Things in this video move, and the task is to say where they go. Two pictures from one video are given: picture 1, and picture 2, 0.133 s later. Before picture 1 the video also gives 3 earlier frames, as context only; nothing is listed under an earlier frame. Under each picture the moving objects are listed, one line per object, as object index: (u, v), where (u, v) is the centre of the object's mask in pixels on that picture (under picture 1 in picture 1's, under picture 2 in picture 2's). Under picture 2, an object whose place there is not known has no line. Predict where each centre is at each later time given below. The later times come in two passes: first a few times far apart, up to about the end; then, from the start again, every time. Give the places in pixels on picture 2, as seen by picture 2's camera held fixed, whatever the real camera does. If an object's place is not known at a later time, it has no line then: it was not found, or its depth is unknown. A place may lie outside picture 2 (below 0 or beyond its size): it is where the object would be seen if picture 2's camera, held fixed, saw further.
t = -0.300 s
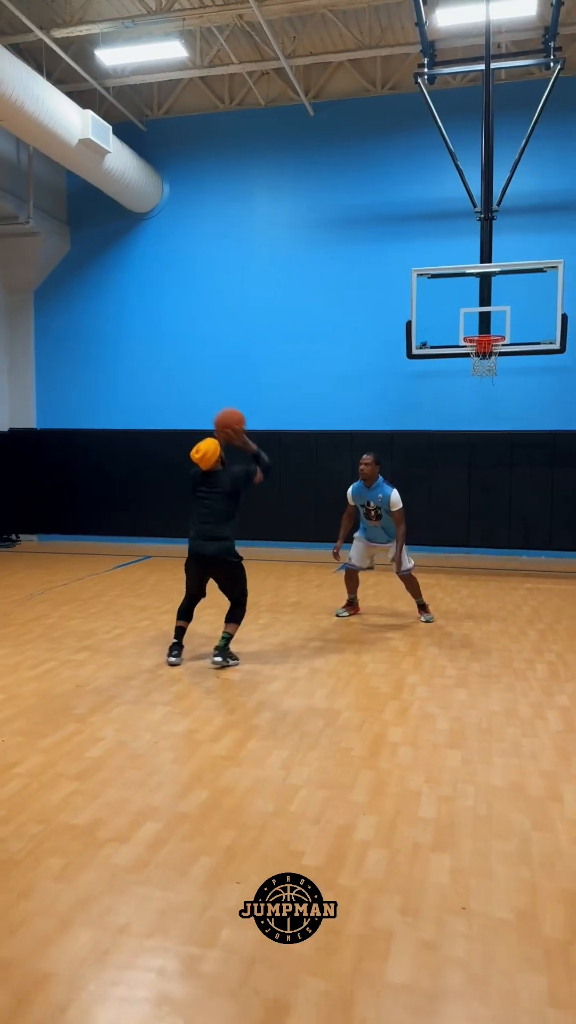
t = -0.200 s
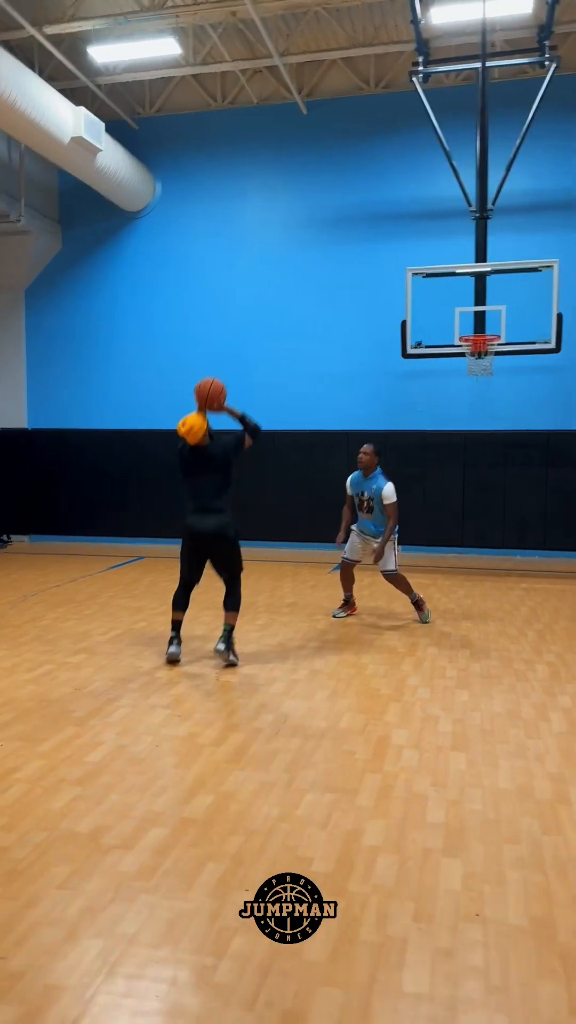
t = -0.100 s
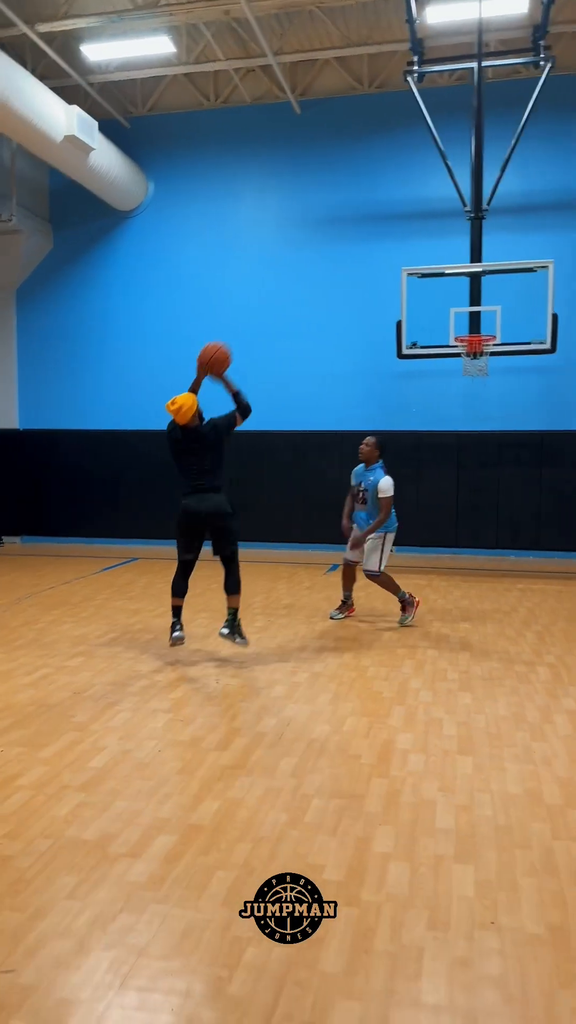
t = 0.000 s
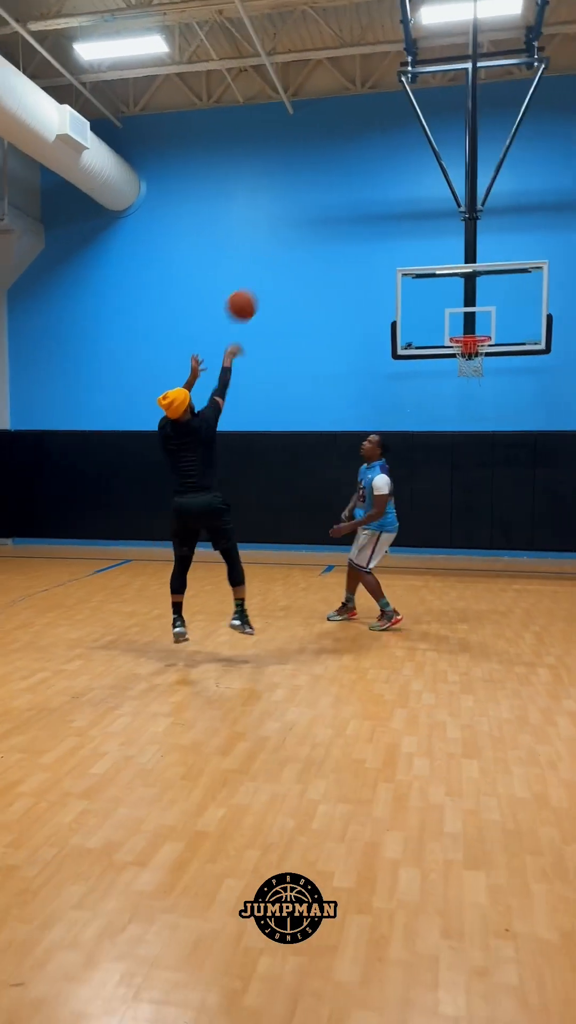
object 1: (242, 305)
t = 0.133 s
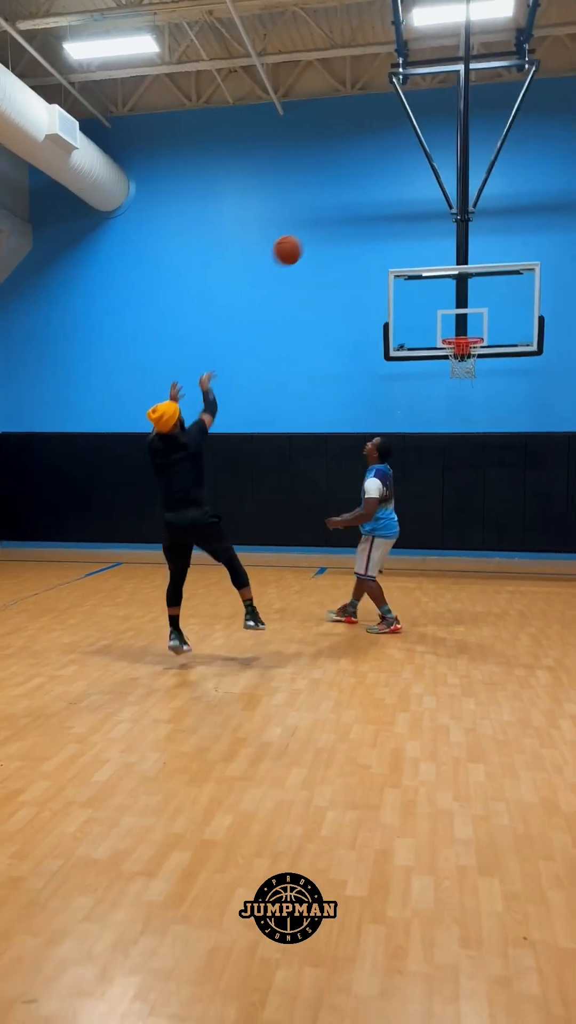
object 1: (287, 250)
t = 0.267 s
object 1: (333, 221)
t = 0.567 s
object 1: (409, 233)
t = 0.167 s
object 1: (299, 241)
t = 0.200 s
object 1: (311, 233)
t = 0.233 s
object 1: (322, 226)
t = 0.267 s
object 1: (333, 221)
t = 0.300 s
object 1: (343, 218)
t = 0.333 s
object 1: (352, 216)
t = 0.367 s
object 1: (362, 215)
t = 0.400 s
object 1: (371, 215)
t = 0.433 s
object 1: (379, 217)
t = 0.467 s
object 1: (387, 220)
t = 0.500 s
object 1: (395, 223)
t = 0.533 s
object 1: (402, 228)
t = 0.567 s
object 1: (409, 233)
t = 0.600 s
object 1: (415, 240)
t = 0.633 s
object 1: (421, 248)
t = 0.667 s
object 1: (428, 256)
